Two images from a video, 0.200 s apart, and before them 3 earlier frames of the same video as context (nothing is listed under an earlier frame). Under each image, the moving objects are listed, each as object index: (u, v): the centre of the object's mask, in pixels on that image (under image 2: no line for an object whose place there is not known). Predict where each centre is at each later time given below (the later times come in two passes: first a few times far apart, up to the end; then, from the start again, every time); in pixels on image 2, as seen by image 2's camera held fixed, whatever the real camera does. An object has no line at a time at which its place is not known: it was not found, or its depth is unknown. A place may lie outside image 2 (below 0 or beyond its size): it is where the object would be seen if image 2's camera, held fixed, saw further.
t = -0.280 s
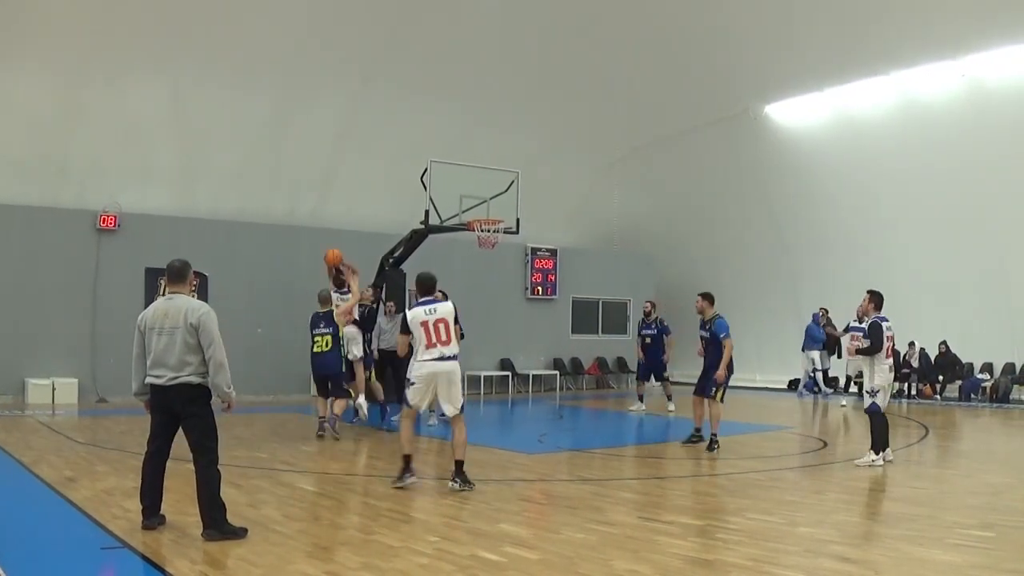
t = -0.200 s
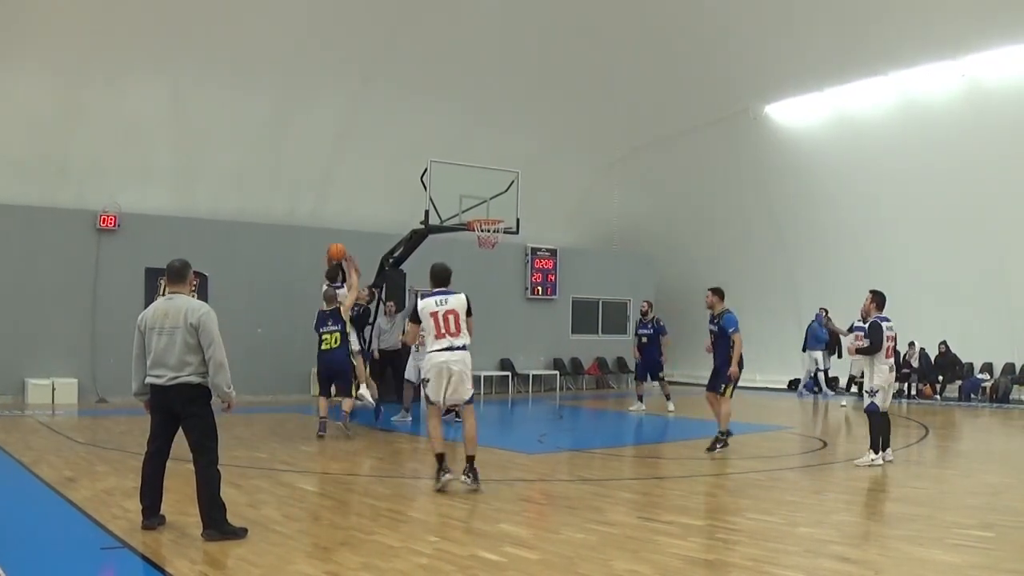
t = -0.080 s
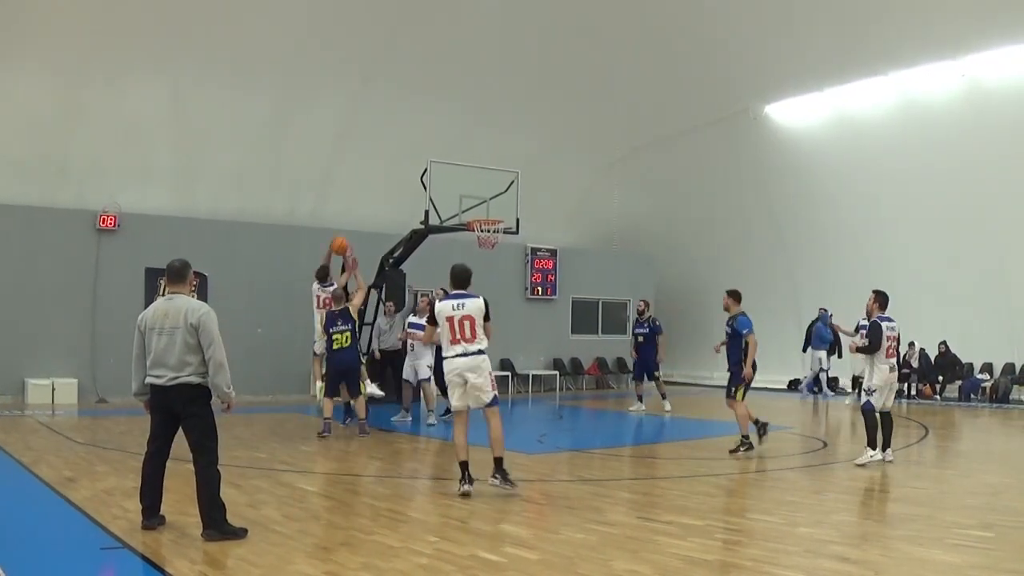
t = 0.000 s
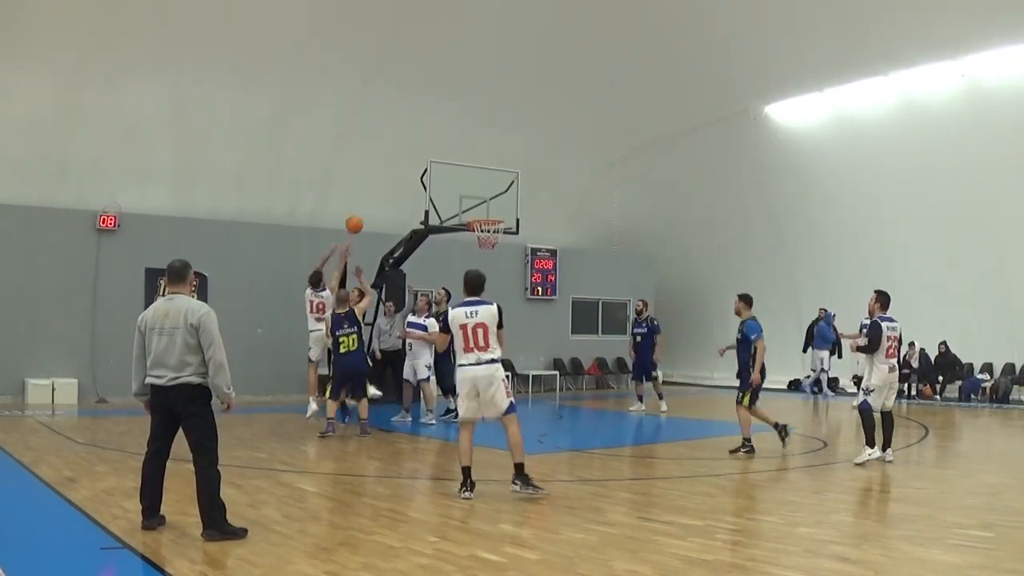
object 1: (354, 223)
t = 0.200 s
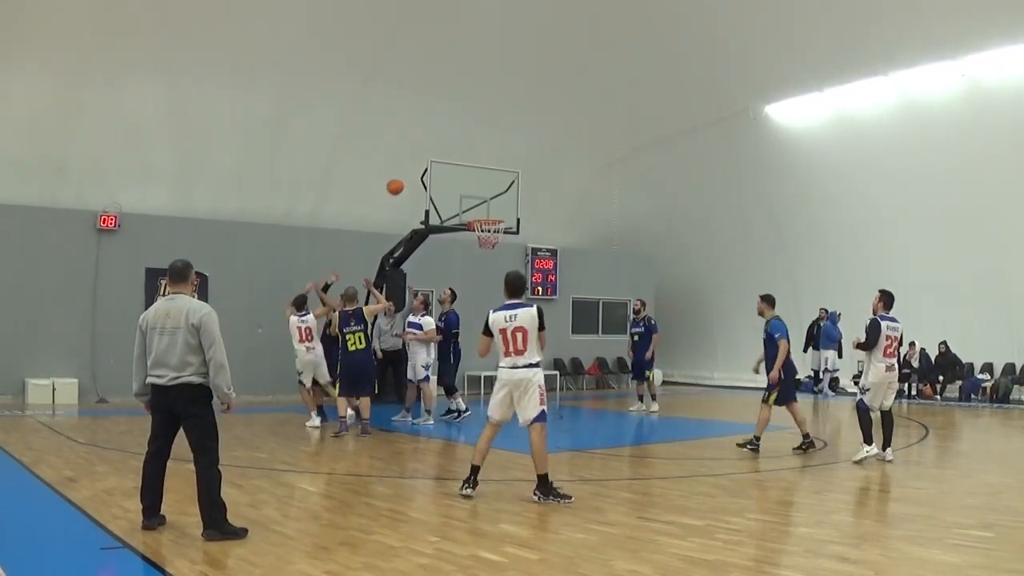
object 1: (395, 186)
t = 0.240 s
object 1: (402, 182)
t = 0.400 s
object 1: (431, 177)
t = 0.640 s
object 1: (469, 200)
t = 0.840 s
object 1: (479, 223)
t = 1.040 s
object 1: (472, 255)
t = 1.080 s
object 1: (471, 265)
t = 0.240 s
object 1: (402, 182)
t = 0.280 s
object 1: (409, 179)
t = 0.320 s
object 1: (416, 178)
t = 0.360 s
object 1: (424, 177)
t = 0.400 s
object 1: (431, 177)
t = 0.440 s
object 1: (438, 178)
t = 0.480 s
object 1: (444, 181)
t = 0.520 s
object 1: (450, 184)
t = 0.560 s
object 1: (457, 189)
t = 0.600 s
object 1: (463, 195)
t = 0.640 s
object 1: (469, 200)
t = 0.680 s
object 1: (475, 209)
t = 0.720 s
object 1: (481, 216)
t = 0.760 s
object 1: (480, 217)
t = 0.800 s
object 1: (479, 219)
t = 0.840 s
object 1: (479, 223)
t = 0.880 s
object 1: (477, 227)
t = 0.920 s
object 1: (476, 232)
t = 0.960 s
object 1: (474, 238)
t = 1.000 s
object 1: (474, 247)
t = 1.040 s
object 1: (472, 255)
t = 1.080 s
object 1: (471, 265)
